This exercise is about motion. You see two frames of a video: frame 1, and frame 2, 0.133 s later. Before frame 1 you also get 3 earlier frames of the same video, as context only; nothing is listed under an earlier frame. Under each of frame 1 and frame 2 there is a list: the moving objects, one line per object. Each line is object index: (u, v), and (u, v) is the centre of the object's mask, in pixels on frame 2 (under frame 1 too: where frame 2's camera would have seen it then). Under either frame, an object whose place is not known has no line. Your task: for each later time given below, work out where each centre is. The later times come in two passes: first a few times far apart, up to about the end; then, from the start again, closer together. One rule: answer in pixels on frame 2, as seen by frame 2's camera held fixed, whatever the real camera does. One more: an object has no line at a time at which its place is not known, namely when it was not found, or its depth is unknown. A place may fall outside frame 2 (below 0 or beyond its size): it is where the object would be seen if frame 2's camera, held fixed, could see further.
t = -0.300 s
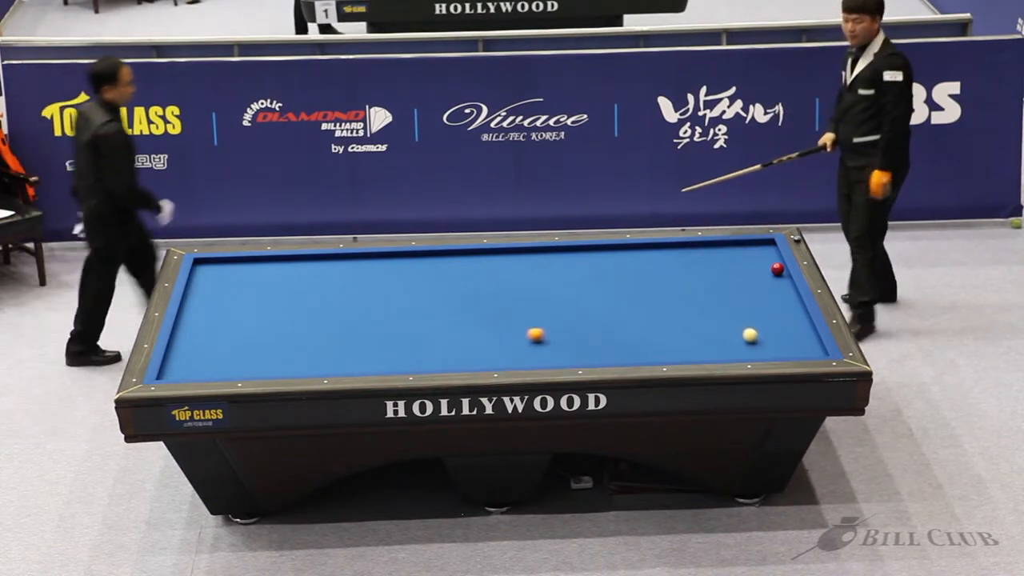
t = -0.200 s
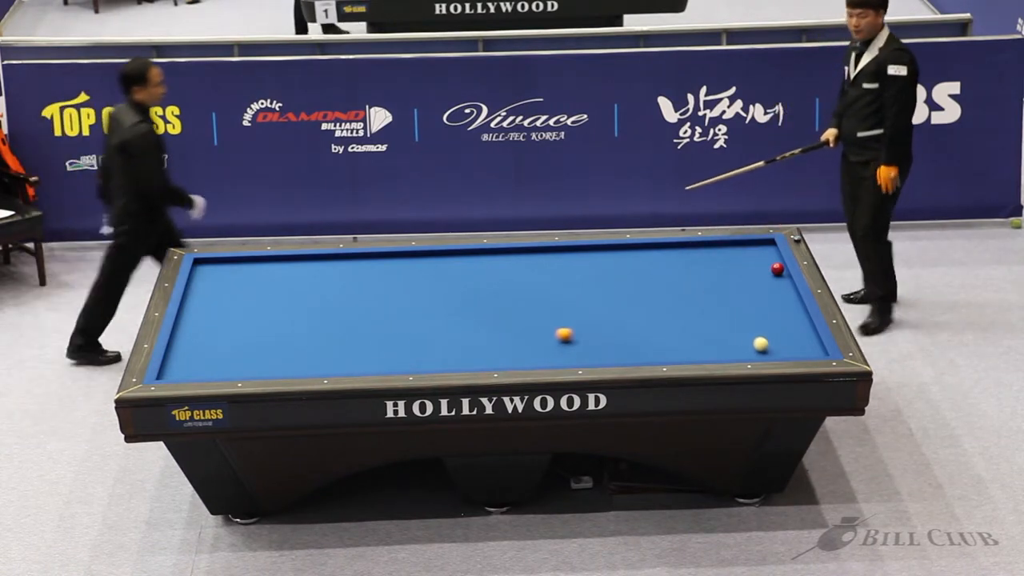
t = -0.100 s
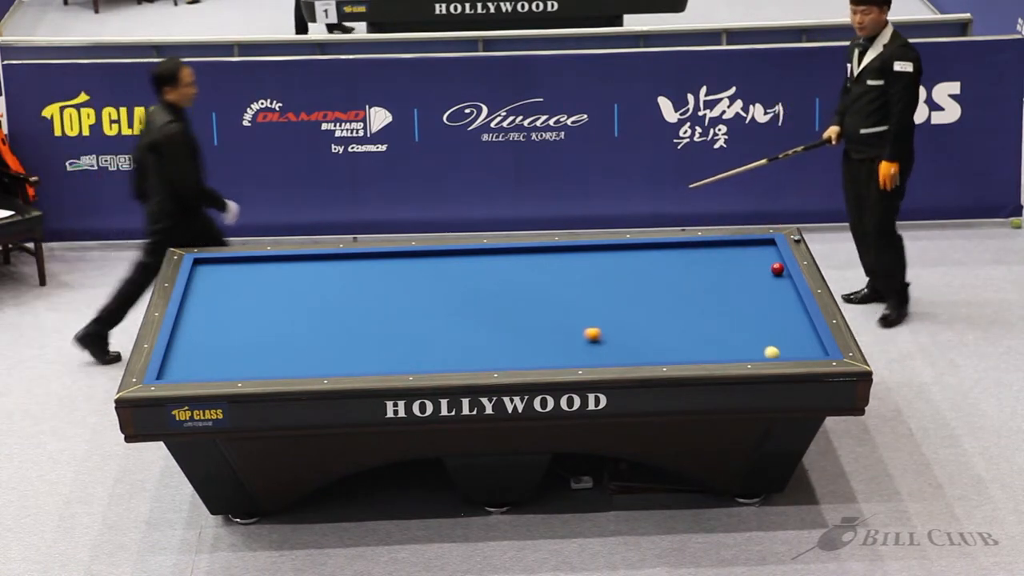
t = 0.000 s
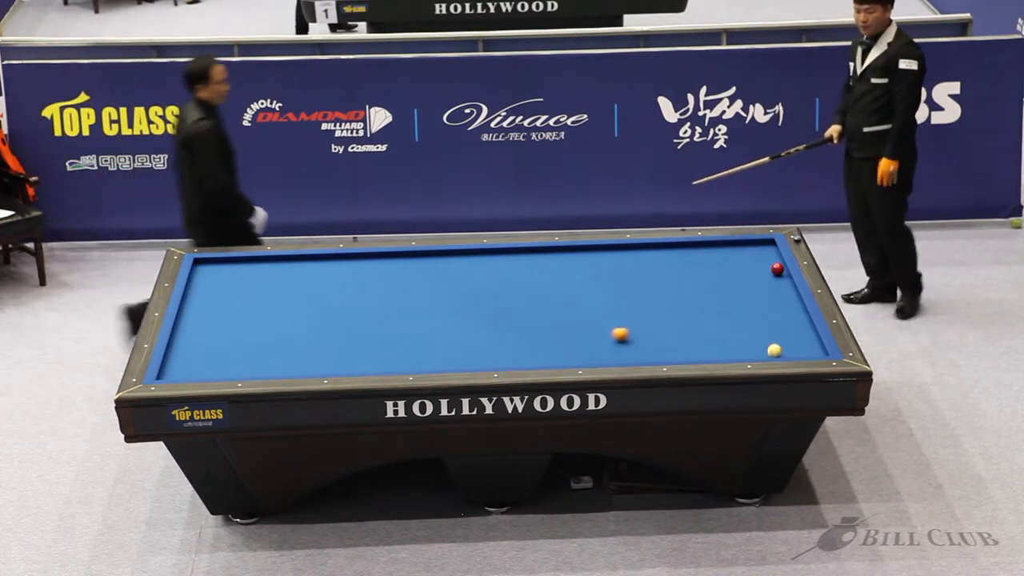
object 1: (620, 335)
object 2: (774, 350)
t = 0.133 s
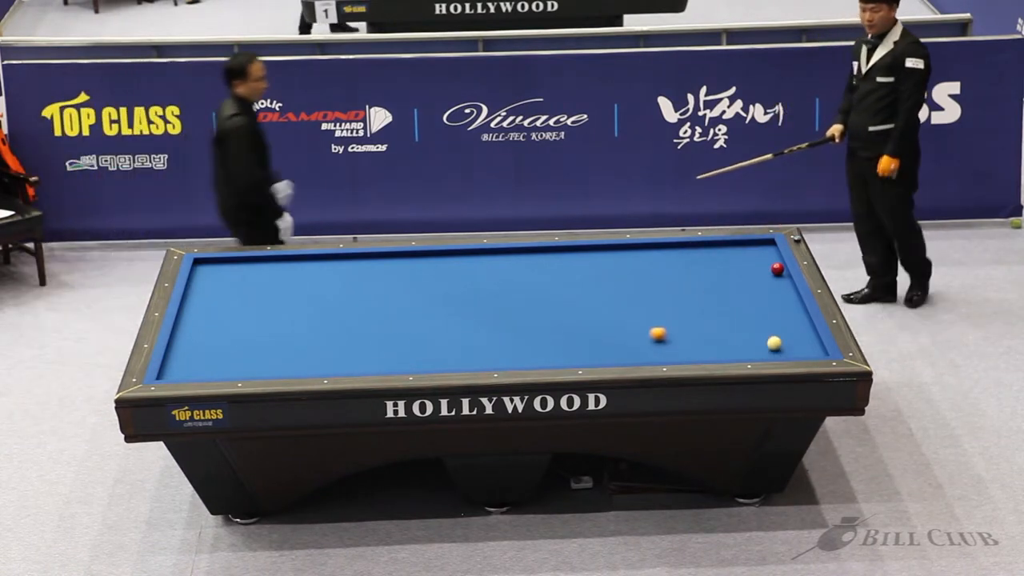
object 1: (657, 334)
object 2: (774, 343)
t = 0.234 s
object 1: (686, 334)
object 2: (774, 338)
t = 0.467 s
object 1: (750, 334)
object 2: (775, 326)
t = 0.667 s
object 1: (806, 333)
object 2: (775, 316)
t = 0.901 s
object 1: (770, 335)
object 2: (776, 305)
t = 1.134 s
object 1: (734, 337)
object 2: (776, 295)
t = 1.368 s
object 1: (699, 339)
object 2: (776, 285)
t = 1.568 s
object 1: (670, 340)
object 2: (777, 277)
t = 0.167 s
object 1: (667, 334)
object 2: (774, 341)
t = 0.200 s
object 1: (676, 334)
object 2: (774, 339)
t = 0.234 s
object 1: (686, 334)
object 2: (774, 338)
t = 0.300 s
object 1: (704, 334)
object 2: (775, 334)
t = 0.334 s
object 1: (713, 334)
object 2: (774, 333)
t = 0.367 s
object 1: (722, 334)
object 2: (775, 331)
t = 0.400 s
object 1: (732, 334)
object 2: (775, 329)
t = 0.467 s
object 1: (750, 334)
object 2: (775, 326)
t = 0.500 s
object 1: (760, 334)
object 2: (775, 324)
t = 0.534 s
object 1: (769, 333)
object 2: (775, 321)
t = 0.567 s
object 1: (779, 333)
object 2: (775, 320)
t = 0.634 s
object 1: (797, 333)
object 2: (775, 318)
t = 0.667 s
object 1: (806, 333)
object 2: (775, 316)
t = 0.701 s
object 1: (809, 333)
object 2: (775, 315)
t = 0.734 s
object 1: (801, 334)
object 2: (775, 313)
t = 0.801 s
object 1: (788, 334)
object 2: (775, 310)
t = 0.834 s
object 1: (781, 335)
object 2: (775, 308)
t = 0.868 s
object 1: (775, 335)
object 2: (776, 307)
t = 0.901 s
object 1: (770, 335)
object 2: (776, 305)
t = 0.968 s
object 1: (760, 336)
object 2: (776, 302)
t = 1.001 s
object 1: (754, 336)
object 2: (776, 301)
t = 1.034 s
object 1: (749, 336)
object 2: (776, 299)
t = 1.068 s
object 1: (744, 337)
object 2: (776, 298)
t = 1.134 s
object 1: (734, 337)
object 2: (776, 295)
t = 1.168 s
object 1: (729, 337)
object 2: (776, 293)
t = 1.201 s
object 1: (724, 338)
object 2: (776, 292)
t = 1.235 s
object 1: (719, 338)
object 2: (776, 291)
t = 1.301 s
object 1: (709, 339)
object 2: (776, 288)
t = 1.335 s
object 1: (704, 339)
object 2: (776, 287)
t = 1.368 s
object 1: (699, 339)
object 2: (776, 285)
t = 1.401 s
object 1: (694, 339)
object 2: (776, 284)
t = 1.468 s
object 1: (684, 340)
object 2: (777, 281)
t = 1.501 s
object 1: (679, 340)
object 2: (777, 280)
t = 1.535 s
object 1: (674, 340)
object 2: (777, 279)
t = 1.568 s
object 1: (670, 340)
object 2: (777, 277)
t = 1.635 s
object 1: (660, 341)
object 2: (777, 275)
